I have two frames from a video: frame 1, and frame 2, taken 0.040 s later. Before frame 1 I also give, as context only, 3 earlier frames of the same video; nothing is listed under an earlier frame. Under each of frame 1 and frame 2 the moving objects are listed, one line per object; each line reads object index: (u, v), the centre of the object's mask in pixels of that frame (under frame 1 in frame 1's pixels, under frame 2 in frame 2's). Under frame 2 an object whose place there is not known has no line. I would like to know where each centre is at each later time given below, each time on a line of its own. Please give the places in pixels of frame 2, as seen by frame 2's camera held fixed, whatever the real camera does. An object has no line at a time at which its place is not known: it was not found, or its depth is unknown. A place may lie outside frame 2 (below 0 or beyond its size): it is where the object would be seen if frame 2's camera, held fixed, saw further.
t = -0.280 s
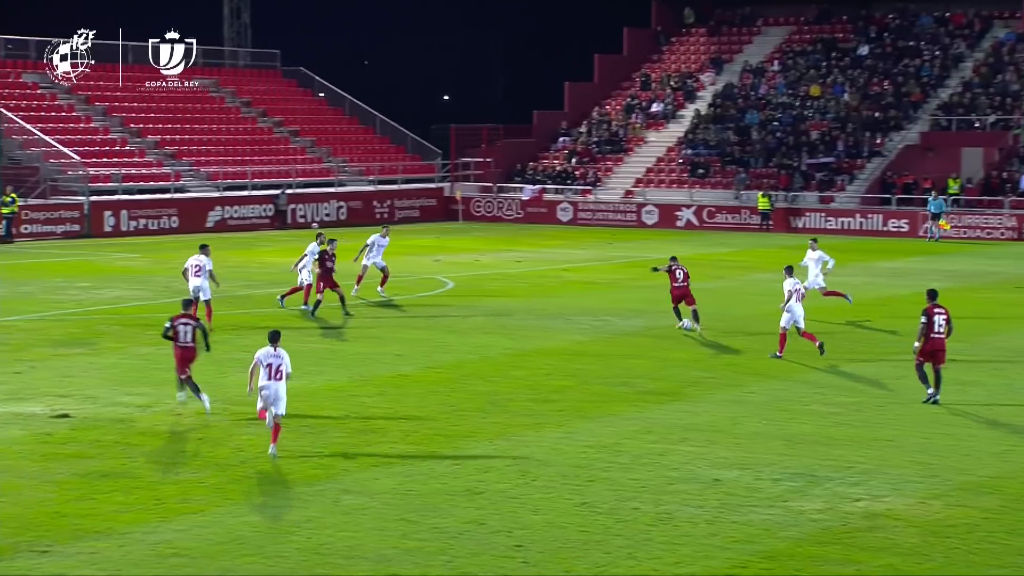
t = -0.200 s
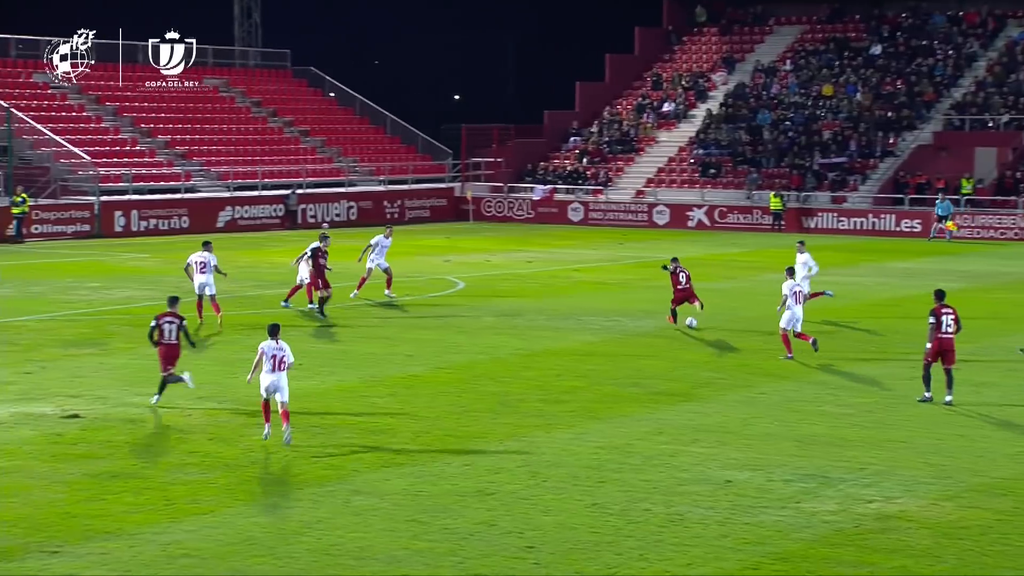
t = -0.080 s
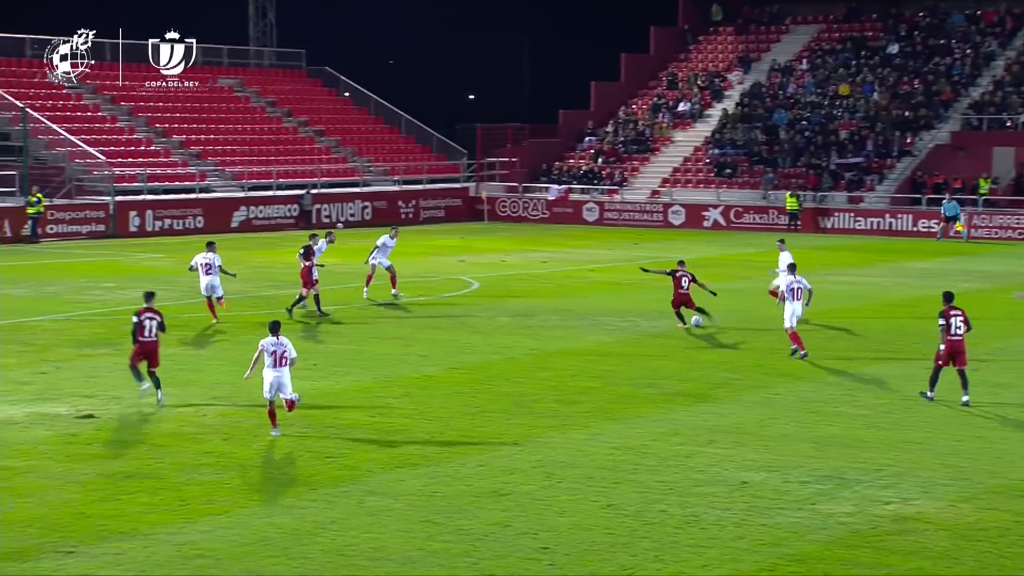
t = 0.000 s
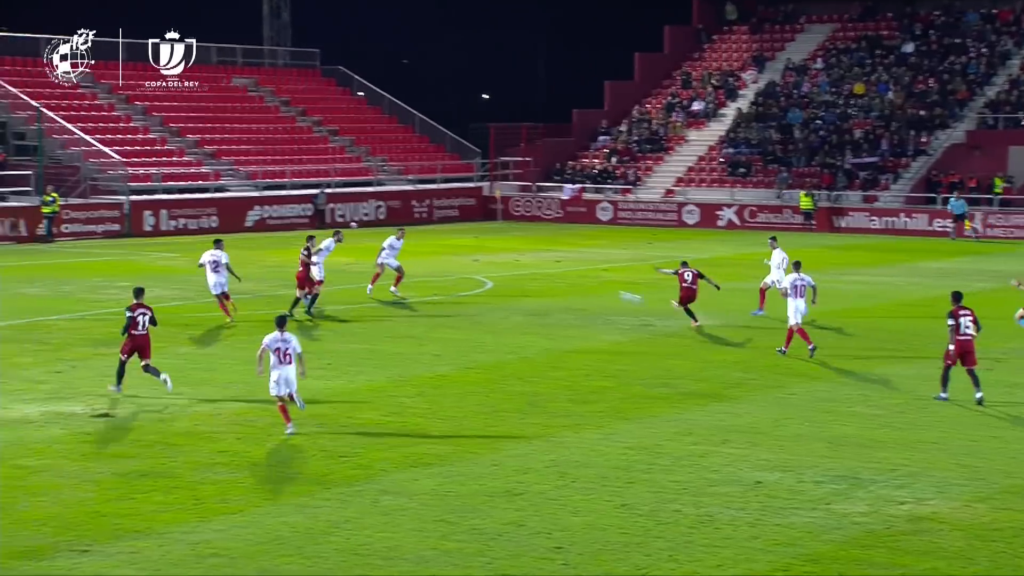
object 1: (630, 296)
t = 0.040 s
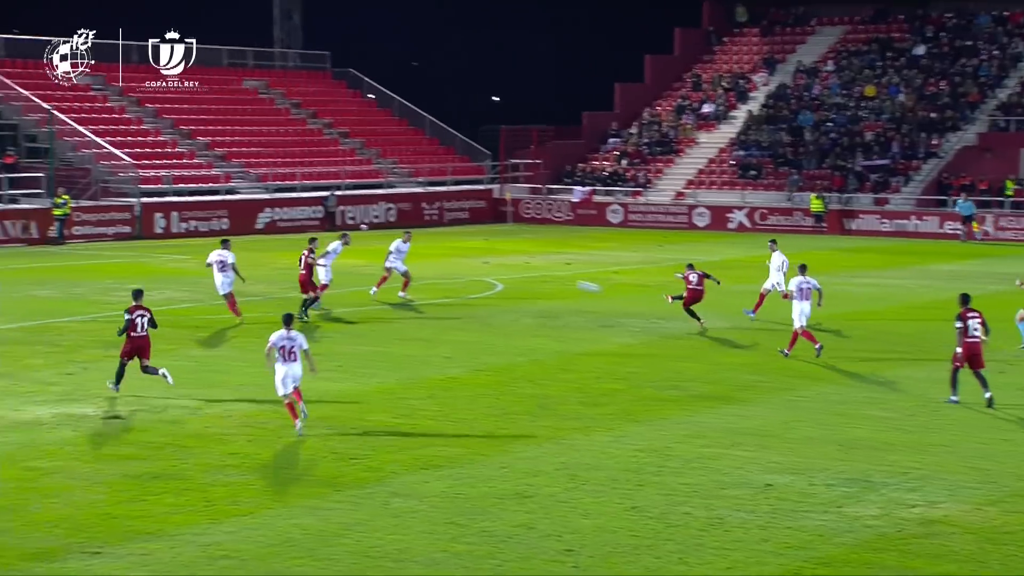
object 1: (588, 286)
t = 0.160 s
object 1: (444, 255)
